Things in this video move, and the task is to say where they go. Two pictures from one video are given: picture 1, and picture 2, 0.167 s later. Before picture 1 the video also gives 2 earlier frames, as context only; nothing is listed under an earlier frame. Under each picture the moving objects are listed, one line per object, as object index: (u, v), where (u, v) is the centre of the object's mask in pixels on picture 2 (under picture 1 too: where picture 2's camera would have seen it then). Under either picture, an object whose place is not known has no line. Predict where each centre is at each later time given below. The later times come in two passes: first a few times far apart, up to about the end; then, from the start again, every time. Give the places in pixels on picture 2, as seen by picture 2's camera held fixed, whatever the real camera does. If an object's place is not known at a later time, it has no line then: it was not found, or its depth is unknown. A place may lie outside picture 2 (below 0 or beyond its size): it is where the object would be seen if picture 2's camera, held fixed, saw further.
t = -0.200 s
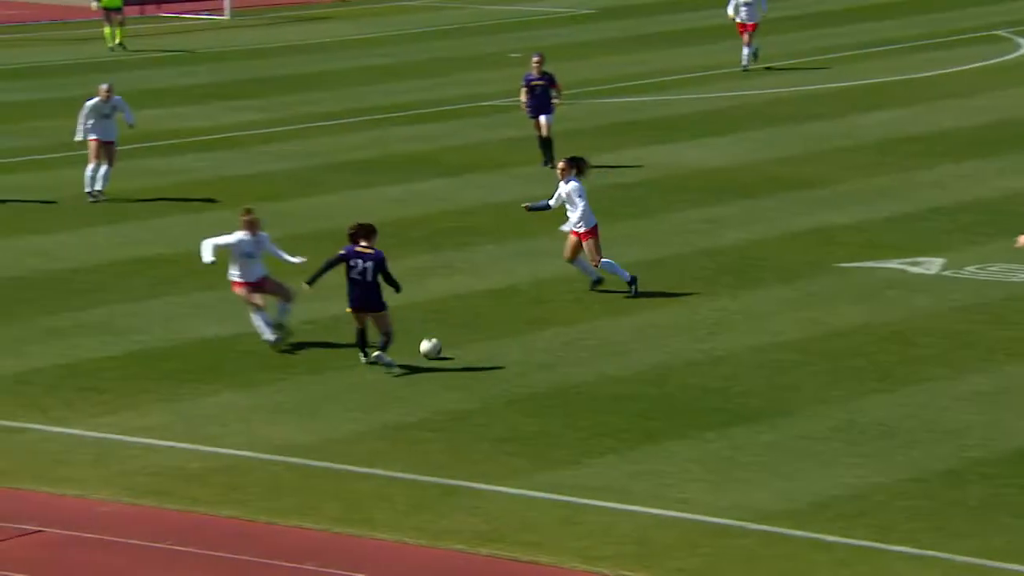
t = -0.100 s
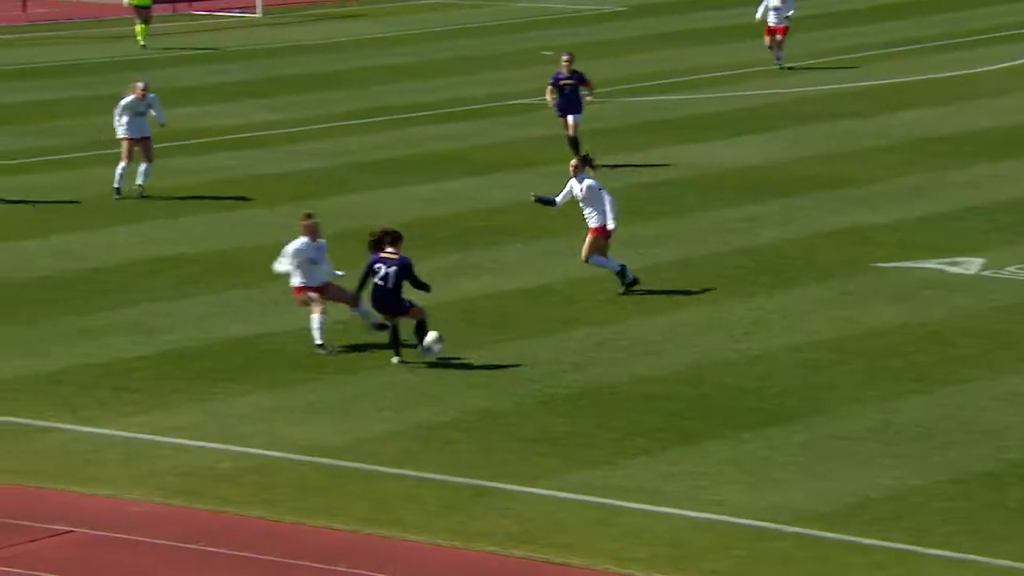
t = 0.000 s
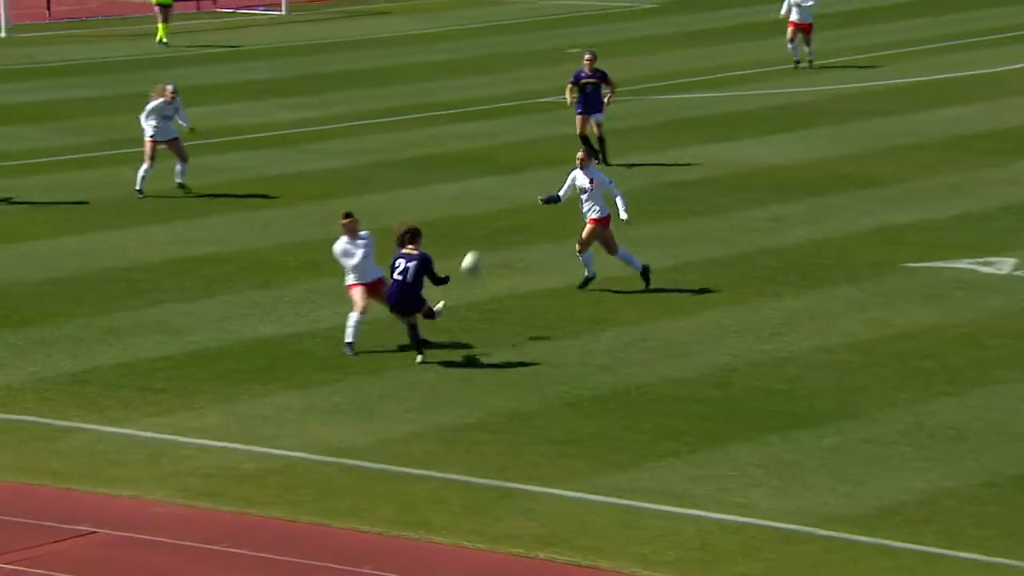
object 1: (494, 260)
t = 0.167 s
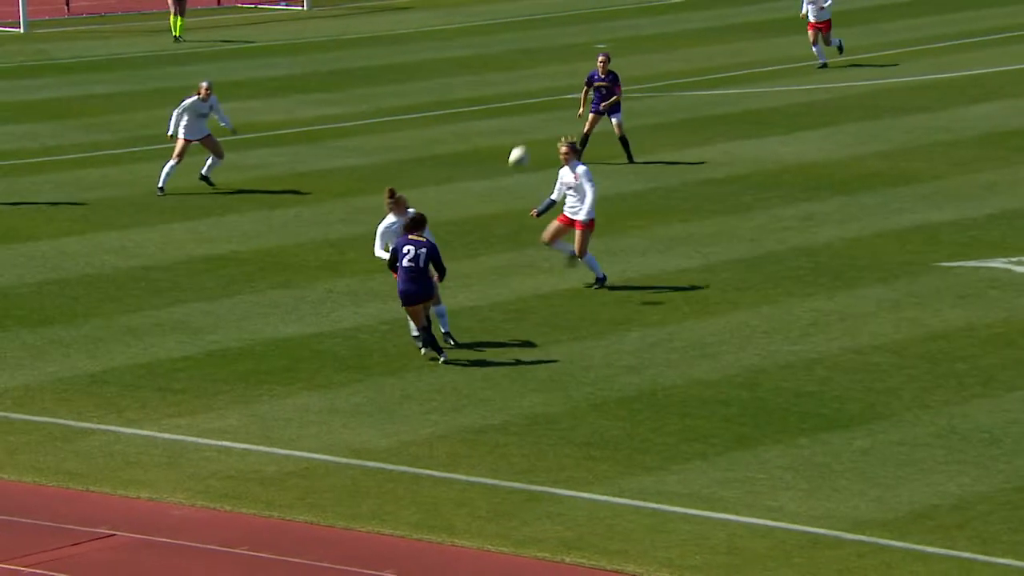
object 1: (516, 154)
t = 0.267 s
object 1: (529, 109)
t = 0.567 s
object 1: (555, 38)
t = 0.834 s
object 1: (570, 43)
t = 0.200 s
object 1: (520, 138)
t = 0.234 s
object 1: (525, 122)
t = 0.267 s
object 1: (529, 109)
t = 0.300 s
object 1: (533, 95)
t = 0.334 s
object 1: (537, 85)
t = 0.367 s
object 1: (540, 77)
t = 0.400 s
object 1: (543, 64)
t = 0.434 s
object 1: (545, 58)
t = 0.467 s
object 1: (547, 51)
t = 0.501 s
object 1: (550, 46)
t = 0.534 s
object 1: (554, 42)
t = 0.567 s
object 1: (555, 38)
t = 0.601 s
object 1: (558, 35)
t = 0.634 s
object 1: (560, 33)
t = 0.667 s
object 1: (563, 33)
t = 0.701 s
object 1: (564, 33)
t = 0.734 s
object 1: (566, 35)
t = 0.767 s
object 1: (569, 37)
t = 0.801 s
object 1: (568, 39)
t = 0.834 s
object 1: (570, 43)
